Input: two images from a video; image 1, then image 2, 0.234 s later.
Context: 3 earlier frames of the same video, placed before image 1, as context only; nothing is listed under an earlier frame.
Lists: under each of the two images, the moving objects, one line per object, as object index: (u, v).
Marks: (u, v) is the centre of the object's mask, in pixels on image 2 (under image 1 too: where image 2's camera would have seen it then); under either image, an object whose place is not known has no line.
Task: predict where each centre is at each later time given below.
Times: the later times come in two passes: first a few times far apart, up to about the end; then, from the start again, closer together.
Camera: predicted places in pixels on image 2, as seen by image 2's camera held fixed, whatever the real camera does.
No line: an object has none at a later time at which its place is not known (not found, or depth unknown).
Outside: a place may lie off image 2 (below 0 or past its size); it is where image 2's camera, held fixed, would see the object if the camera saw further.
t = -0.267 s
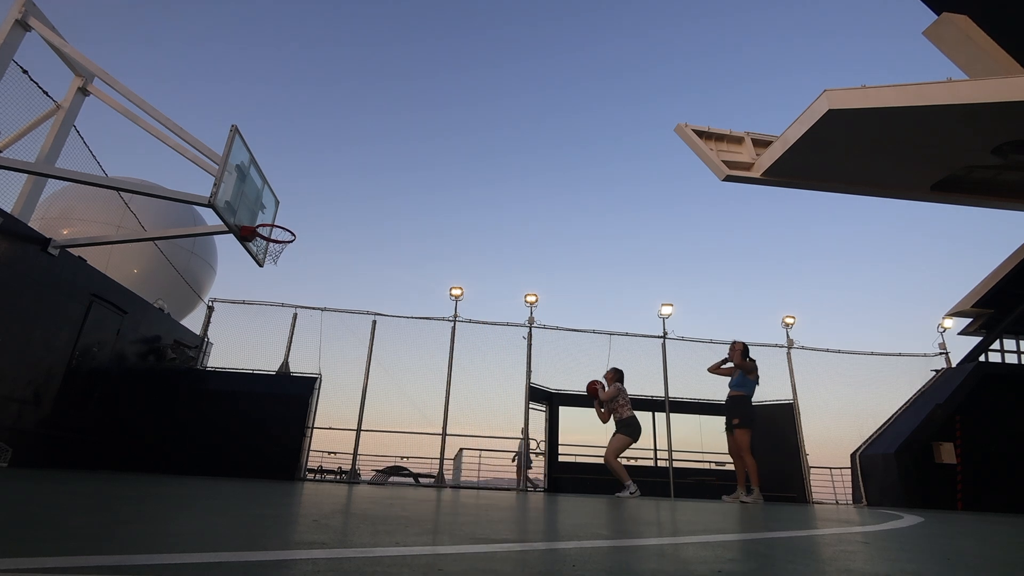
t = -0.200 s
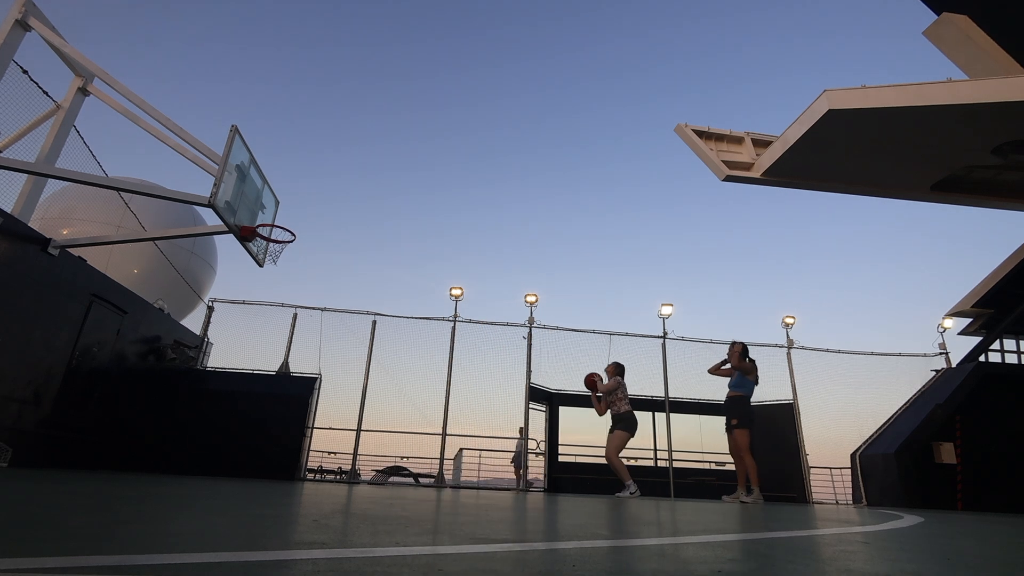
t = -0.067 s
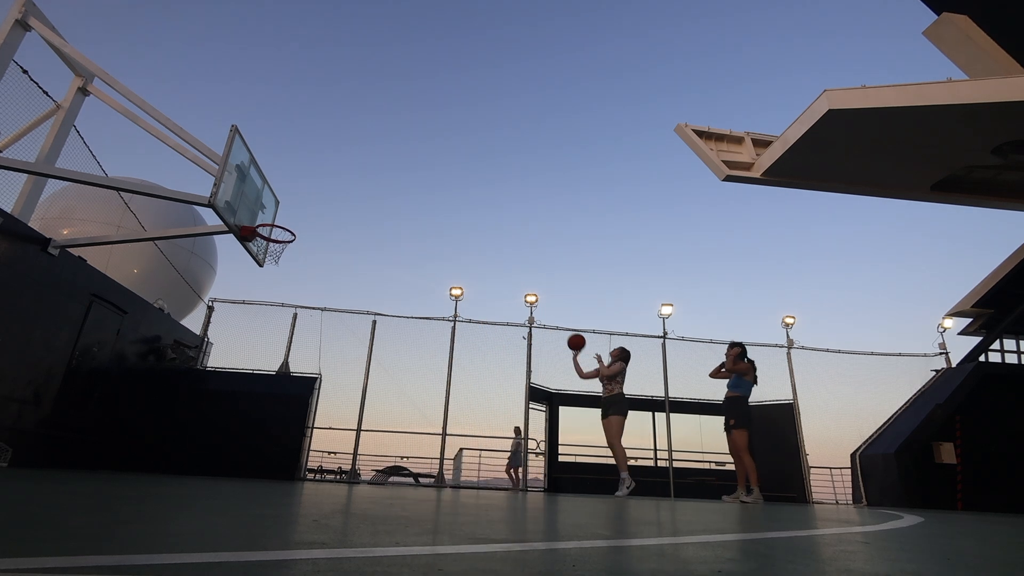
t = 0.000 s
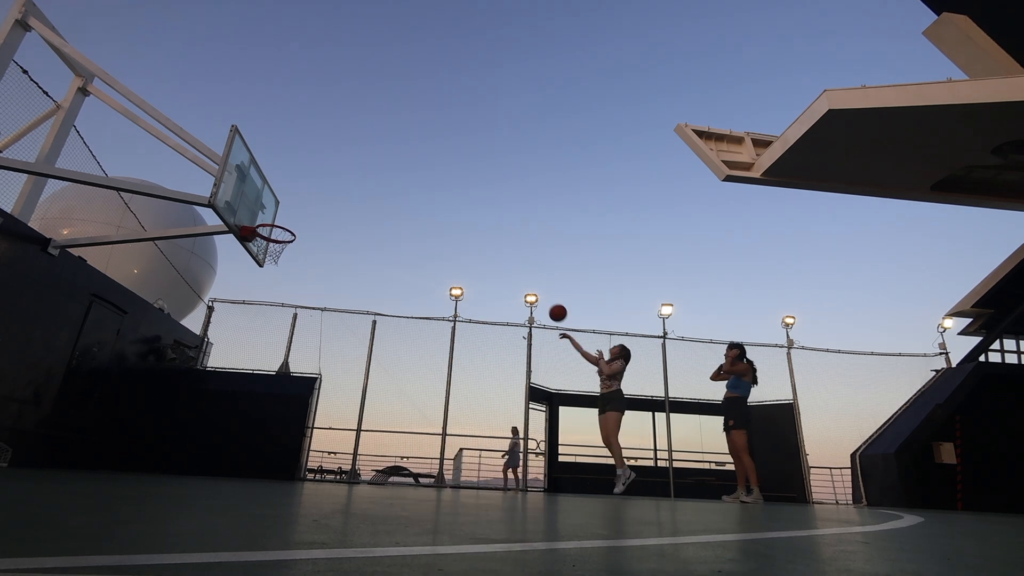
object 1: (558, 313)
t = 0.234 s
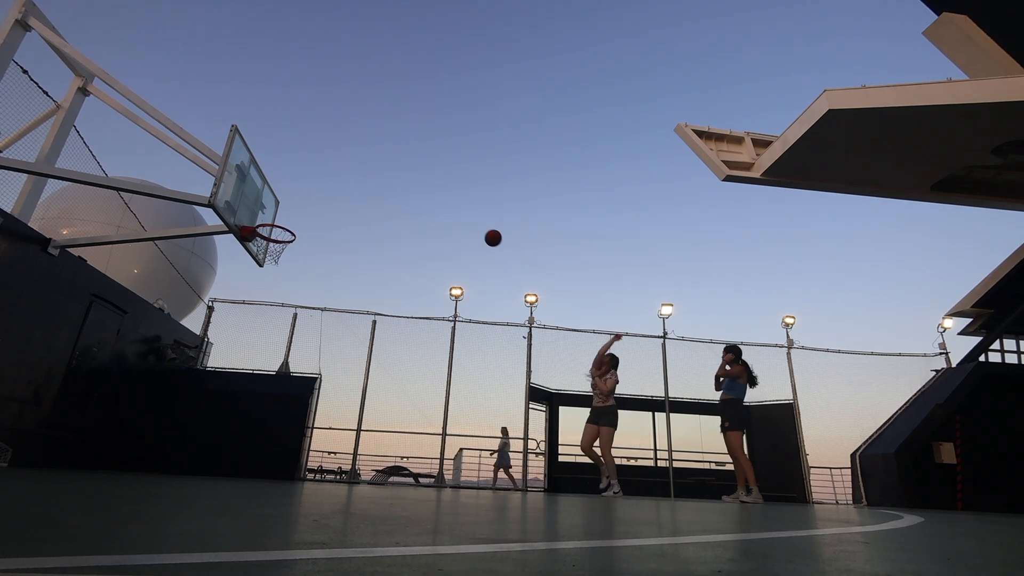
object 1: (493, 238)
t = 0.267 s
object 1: (484, 230)
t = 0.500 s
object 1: (420, 198)
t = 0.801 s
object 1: (332, 207)
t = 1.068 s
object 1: (271, 223)
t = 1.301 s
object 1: (296, 223)
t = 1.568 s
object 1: (324, 264)
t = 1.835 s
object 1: (344, 349)
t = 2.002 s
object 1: (353, 429)
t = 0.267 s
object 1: (484, 230)
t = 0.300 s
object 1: (475, 224)
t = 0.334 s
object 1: (466, 218)
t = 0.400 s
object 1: (448, 208)
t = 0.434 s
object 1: (439, 204)
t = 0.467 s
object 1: (429, 201)
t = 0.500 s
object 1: (420, 198)
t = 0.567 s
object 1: (401, 195)
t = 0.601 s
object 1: (392, 195)
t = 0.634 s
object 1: (383, 195)
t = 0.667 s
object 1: (373, 196)
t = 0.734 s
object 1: (353, 200)
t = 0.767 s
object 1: (343, 203)
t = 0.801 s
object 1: (332, 207)
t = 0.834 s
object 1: (322, 211)
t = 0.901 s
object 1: (300, 222)
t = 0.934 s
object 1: (288, 229)
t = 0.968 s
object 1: (279, 233)
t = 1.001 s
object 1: (277, 229)
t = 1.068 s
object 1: (271, 223)
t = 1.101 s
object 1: (269, 220)
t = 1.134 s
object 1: (274, 219)
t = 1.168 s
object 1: (279, 219)
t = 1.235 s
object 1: (288, 220)
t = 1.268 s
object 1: (292, 221)
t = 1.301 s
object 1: (296, 223)
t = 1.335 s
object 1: (301, 226)
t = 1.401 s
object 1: (308, 234)
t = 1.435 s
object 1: (312, 238)
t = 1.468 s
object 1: (315, 244)
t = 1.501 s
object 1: (318, 250)
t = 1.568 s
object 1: (324, 264)
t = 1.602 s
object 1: (327, 272)
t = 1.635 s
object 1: (330, 281)
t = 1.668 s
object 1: (332, 290)
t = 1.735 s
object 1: (337, 311)
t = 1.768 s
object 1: (340, 323)
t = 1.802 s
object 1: (342, 336)
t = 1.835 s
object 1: (344, 349)
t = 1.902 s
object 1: (348, 378)
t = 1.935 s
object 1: (350, 394)
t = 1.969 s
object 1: (351, 411)
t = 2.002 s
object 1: (353, 429)
